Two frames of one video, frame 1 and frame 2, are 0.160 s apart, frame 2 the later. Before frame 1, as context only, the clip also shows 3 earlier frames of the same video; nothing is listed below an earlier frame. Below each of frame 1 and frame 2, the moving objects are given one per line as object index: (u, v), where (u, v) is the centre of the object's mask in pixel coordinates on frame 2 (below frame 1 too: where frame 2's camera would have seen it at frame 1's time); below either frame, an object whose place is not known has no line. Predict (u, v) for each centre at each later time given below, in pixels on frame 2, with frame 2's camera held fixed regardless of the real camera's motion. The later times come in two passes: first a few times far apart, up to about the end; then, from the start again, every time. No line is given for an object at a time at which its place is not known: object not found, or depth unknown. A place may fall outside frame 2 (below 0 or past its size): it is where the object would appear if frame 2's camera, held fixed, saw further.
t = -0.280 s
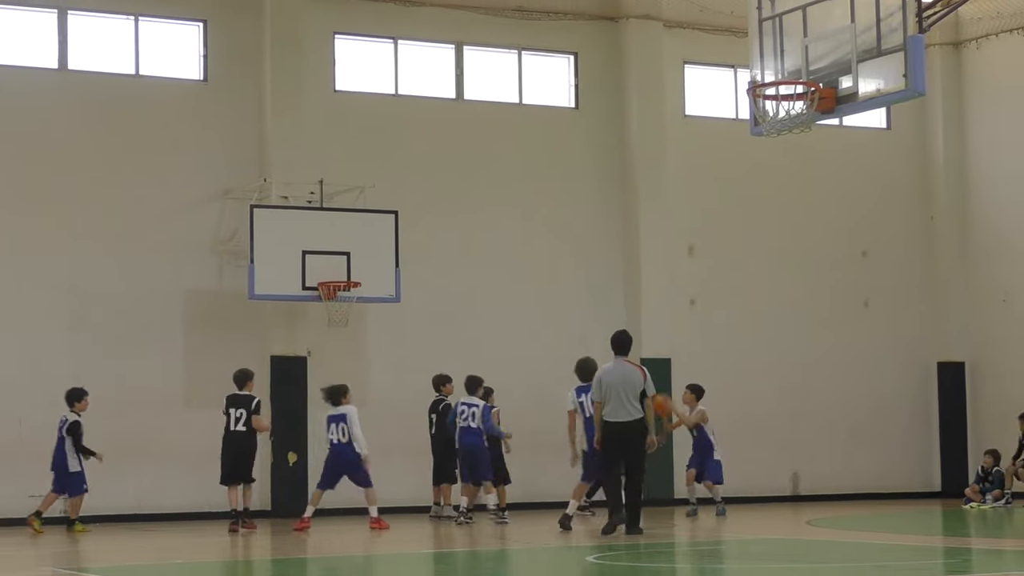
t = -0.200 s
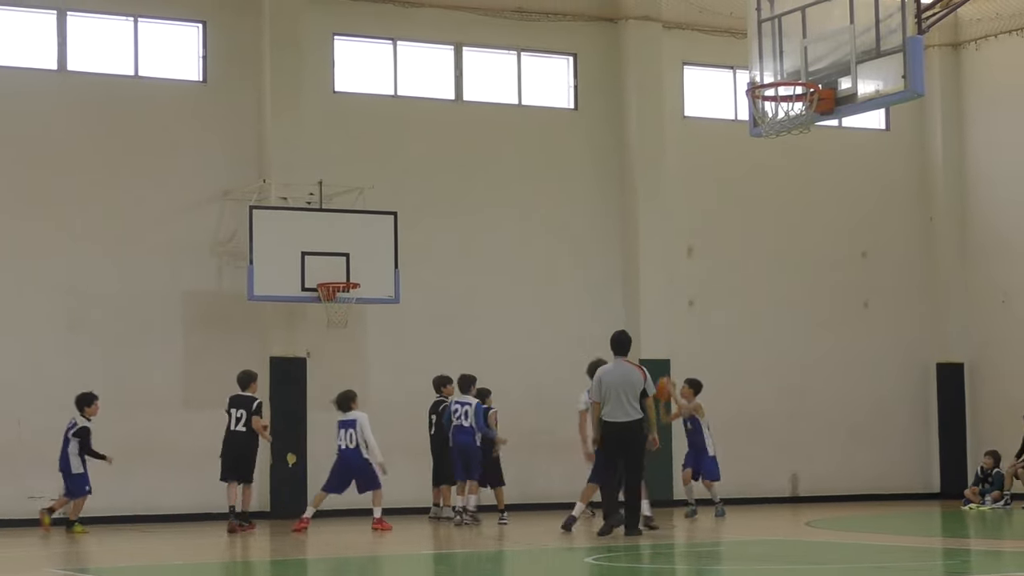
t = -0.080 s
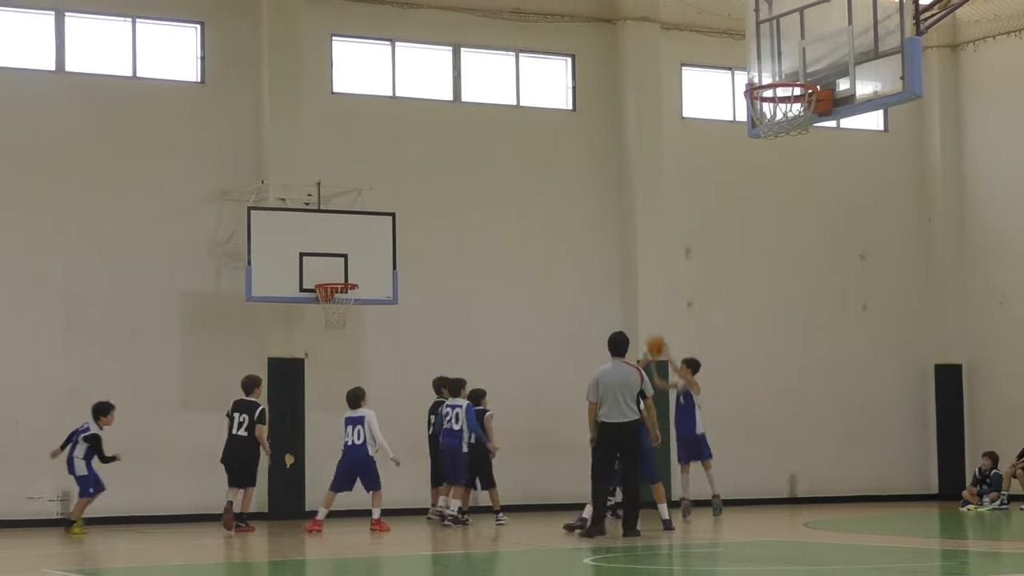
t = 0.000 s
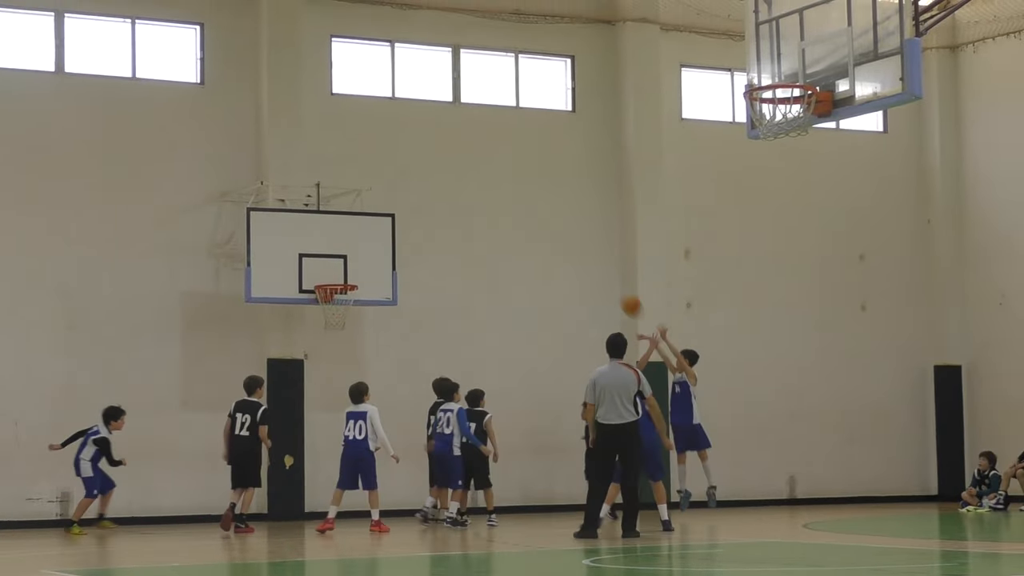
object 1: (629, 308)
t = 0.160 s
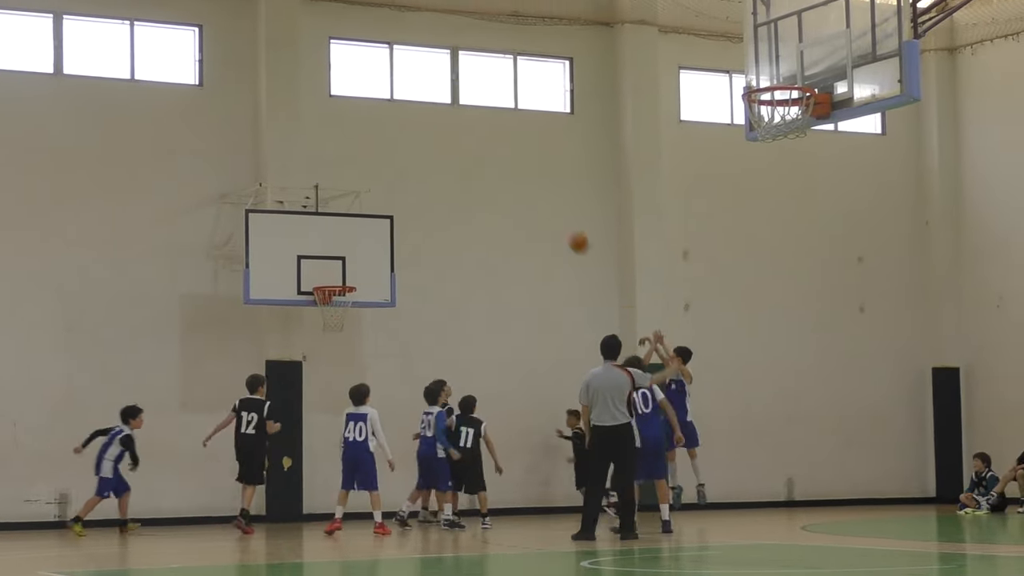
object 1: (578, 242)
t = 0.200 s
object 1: (567, 230)
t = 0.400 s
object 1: (506, 190)
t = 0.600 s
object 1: (448, 185)
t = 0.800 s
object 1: (392, 214)
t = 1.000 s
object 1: (338, 277)
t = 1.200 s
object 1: (334, 306)
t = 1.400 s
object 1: (349, 317)
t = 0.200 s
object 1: (567, 230)
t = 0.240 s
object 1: (554, 219)
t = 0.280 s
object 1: (542, 209)
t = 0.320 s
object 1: (529, 202)
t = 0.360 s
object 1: (518, 195)
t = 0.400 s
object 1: (506, 190)
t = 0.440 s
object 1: (494, 186)
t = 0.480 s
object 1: (483, 184)
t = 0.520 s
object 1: (471, 183)
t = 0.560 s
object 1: (460, 183)
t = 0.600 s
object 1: (448, 185)
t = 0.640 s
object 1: (437, 189)
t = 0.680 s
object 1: (425, 193)
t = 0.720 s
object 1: (414, 199)
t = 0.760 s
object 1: (403, 206)
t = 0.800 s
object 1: (392, 214)
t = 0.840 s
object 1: (381, 224)
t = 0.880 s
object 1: (369, 236)
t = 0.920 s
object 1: (359, 249)
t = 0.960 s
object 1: (349, 262)
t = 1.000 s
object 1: (338, 277)
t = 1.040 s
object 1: (331, 287)
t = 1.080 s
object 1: (326, 293)
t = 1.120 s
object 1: (326, 298)
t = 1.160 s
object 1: (329, 302)
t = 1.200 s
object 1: (334, 306)
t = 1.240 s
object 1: (339, 309)
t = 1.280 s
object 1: (342, 311)
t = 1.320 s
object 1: (347, 314)
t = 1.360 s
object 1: (349, 316)
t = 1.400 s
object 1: (349, 317)
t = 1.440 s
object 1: (348, 319)
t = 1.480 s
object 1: (347, 322)
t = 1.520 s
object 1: (344, 323)
